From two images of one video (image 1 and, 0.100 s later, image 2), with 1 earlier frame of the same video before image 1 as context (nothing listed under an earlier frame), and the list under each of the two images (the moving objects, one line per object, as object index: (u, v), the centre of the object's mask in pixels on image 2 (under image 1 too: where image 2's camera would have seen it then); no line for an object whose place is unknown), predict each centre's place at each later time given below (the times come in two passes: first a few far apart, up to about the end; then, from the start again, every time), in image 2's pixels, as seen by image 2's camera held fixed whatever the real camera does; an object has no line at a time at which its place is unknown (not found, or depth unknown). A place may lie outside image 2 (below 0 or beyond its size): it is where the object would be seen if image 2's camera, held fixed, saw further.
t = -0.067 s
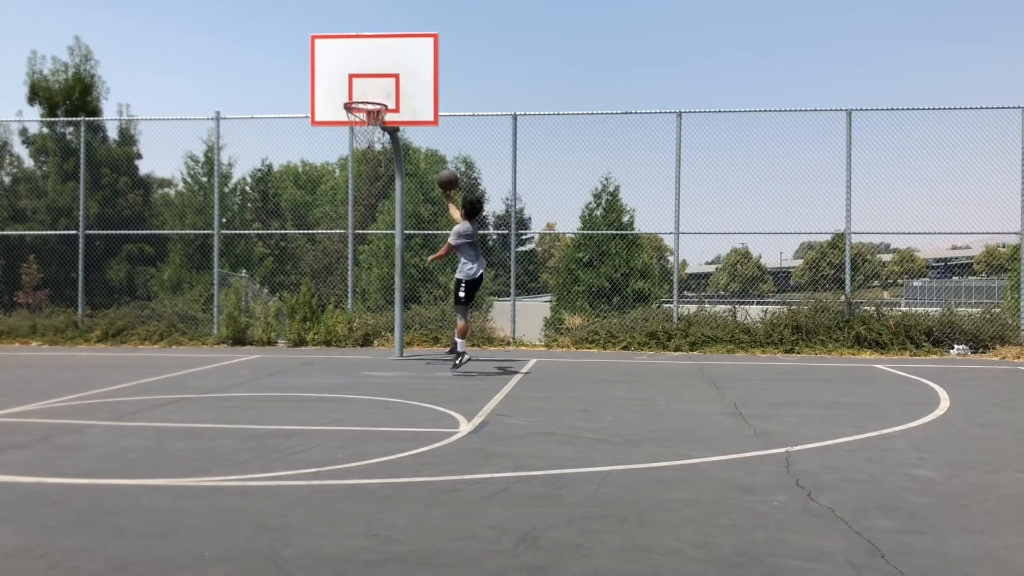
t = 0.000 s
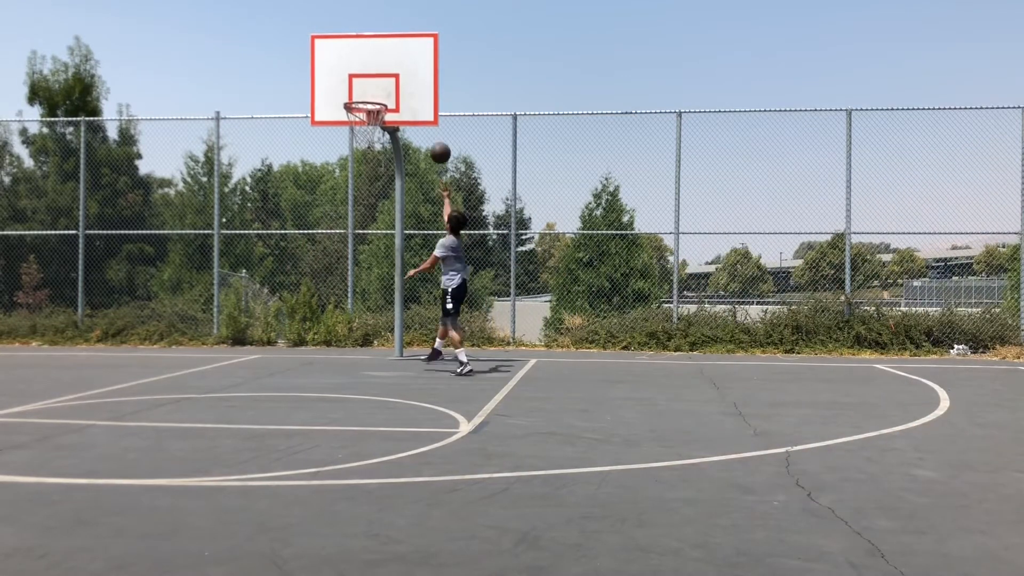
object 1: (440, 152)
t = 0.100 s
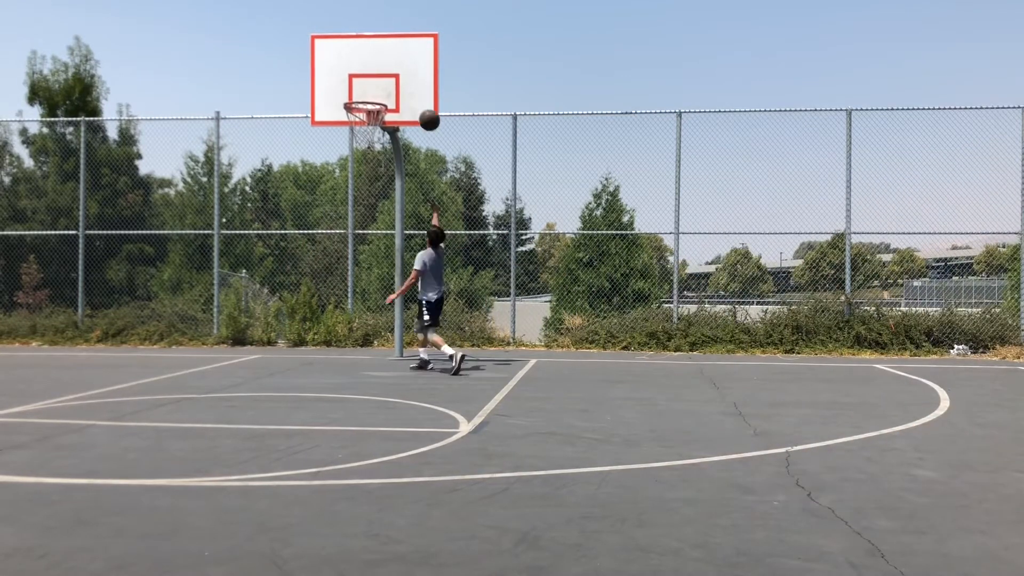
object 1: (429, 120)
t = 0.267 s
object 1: (412, 86)
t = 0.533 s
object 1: (378, 71)
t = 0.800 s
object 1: (362, 89)
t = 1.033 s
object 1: (372, 94)
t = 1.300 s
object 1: (365, 136)
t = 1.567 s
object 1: (358, 184)
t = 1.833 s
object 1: (351, 297)
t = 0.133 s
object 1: (426, 111)
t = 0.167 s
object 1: (422, 103)
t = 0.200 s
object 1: (419, 96)
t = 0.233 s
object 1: (415, 91)
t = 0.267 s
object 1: (412, 86)
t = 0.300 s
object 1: (408, 81)
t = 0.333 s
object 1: (404, 77)
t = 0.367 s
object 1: (400, 74)
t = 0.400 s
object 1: (395, 71)
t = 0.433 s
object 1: (391, 70)
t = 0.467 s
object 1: (387, 69)
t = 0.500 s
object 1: (383, 70)
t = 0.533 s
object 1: (378, 71)
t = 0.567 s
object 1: (374, 73)
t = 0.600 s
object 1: (370, 77)
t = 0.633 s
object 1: (365, 81)
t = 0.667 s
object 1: (361, 87)
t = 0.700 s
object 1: (356, 92)
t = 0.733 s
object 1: (358, 91)
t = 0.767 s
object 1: (360, 90)
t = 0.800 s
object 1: (362, 89)
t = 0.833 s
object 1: (365, 88)
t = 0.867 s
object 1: (367, 89)
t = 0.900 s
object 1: (370, 90)
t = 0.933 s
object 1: (372, 92)
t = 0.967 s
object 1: (373, 93)
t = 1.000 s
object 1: (372, 94)
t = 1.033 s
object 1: (372, 94)
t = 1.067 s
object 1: (371, 95)
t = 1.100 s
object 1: (369, 99)
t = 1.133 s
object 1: (369, 106)
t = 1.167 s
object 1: (368, 113)
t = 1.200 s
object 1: (368, 119)
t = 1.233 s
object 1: (367, 125)
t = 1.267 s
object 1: (365, 132)
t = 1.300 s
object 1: (365, 136)
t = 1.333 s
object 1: (364, 141)
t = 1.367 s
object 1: (363, 140)
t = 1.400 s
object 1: (362, 145)
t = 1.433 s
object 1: (362, 151)
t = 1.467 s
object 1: (361, 158)
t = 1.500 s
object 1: (360, 166)
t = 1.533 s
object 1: (359, 174)
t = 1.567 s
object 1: (358, 184)
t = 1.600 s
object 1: (358, 195)
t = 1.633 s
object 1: (357, 207)
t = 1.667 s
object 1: (356, 219)
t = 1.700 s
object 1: (355, 233)
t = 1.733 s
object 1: (354, 248)
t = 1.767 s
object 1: (353, 263)
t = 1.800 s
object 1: (352, 280)
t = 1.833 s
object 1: (351, 297)
